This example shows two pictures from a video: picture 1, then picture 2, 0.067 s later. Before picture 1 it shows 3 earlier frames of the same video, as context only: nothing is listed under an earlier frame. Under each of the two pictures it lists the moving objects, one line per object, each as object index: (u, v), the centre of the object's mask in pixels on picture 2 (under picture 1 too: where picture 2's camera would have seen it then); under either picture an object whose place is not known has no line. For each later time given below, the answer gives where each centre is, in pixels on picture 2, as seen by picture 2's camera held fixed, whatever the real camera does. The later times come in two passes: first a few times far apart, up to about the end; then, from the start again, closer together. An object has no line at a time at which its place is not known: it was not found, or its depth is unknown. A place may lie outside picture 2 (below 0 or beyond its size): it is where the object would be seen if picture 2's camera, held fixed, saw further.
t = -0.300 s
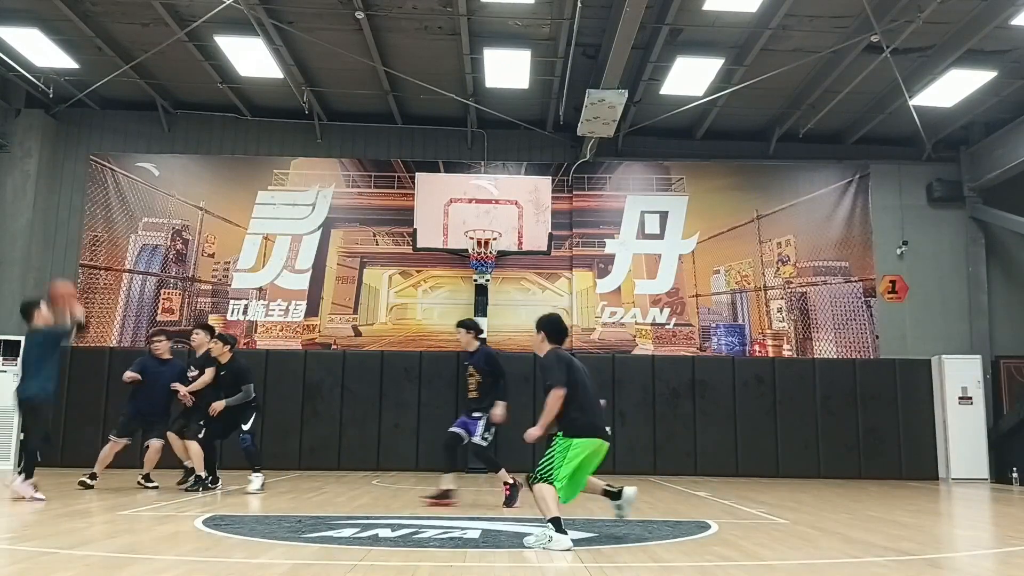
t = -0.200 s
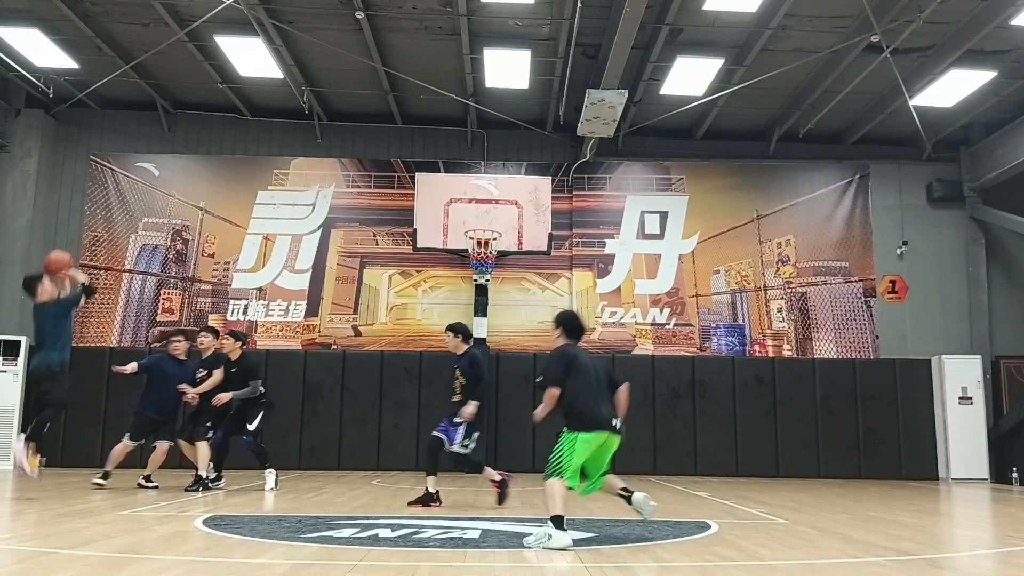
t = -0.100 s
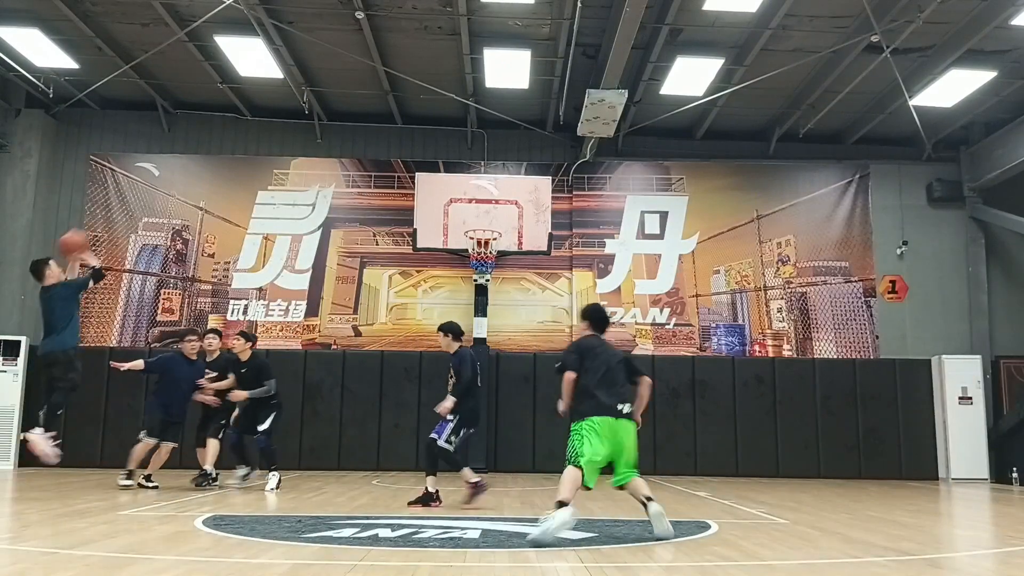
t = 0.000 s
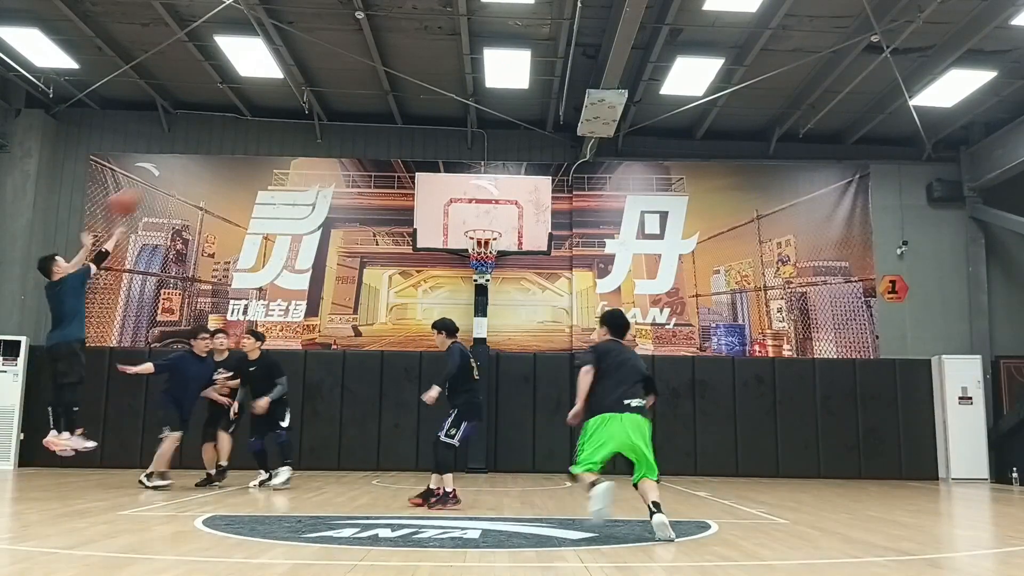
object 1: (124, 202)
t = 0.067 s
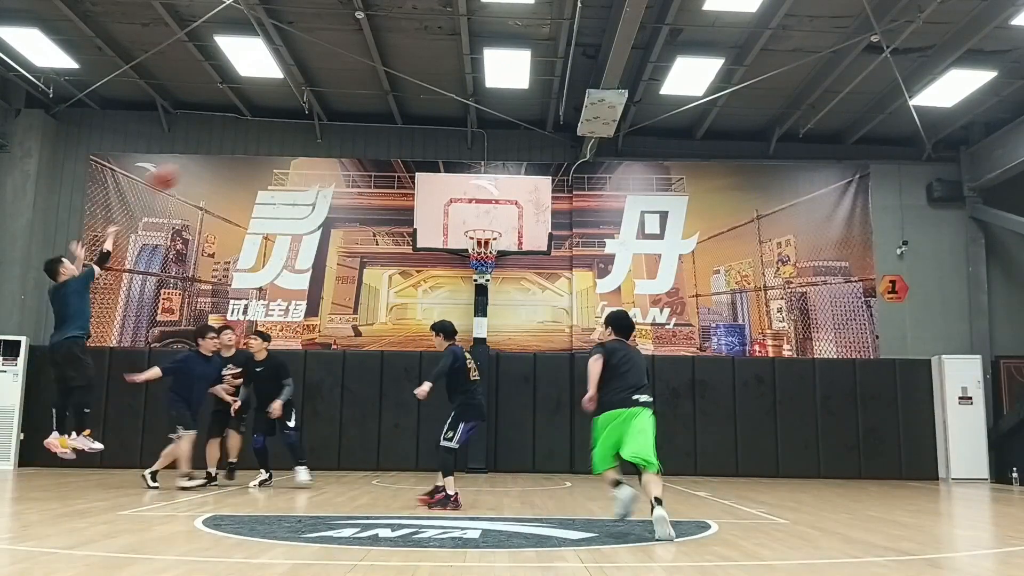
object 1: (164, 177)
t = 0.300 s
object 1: (280, 131)
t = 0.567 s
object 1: (386, 136)
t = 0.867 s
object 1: (481, 202)
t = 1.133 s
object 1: (543, 285)
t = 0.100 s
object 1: (183, 167)
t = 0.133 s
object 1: (200, 158)
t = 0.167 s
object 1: (217, 150)
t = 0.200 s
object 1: (233, 144)
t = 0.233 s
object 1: (250, 139)
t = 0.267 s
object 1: (265, 134)
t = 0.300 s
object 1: (280, 131)
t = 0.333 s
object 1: (295, 129)
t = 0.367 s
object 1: (308, 127)
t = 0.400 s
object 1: (322, 126)
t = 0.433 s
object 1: (336, 127)
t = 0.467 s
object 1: (348, 128)
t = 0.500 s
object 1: (361, 130)
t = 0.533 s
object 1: (374, 132)
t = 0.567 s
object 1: (386, 136)
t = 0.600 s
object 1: (397, 140)
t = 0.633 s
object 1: (408, 146)
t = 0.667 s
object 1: (420, 151)
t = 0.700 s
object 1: (431, 158)
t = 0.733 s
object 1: (441, 164)
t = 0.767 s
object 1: (451, 171)
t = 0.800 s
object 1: (461, 181)
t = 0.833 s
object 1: (470, 191)
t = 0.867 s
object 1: (481, 202)
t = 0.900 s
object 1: (491, 213)
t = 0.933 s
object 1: (501, 223)
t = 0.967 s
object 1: (510, 237)
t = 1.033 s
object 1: (526, 255)
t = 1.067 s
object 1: (530, 261)
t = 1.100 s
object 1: (537, 272)
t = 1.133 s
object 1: (543, 285)
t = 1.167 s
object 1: (549, 296)
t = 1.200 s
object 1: (556, 309)
